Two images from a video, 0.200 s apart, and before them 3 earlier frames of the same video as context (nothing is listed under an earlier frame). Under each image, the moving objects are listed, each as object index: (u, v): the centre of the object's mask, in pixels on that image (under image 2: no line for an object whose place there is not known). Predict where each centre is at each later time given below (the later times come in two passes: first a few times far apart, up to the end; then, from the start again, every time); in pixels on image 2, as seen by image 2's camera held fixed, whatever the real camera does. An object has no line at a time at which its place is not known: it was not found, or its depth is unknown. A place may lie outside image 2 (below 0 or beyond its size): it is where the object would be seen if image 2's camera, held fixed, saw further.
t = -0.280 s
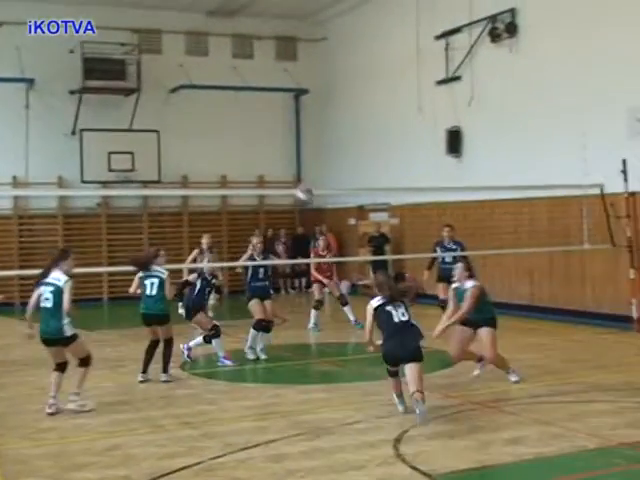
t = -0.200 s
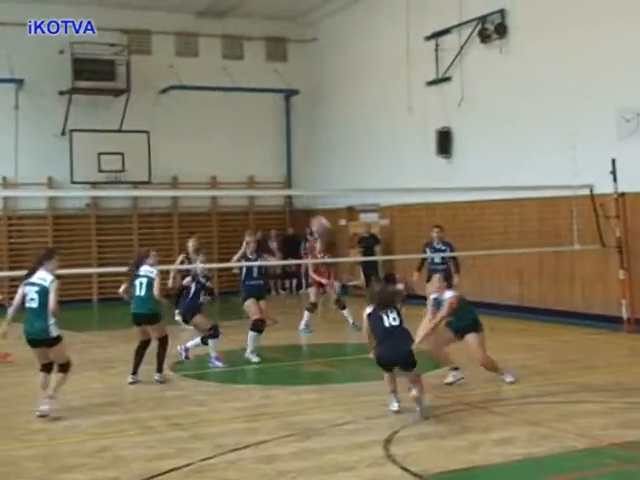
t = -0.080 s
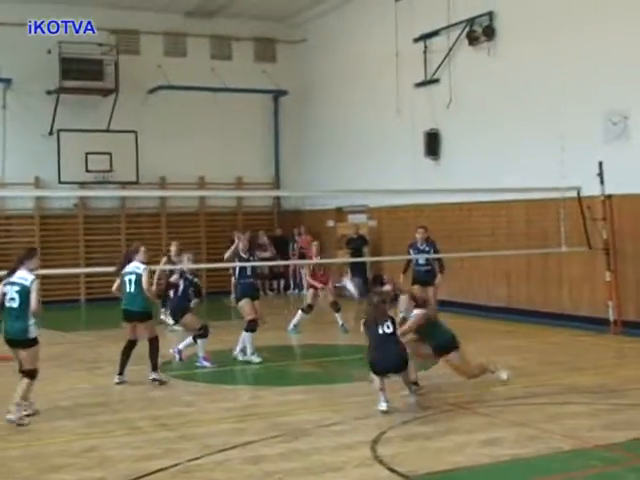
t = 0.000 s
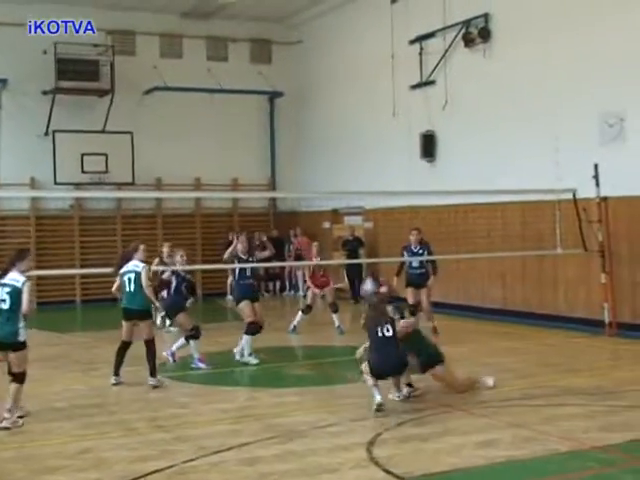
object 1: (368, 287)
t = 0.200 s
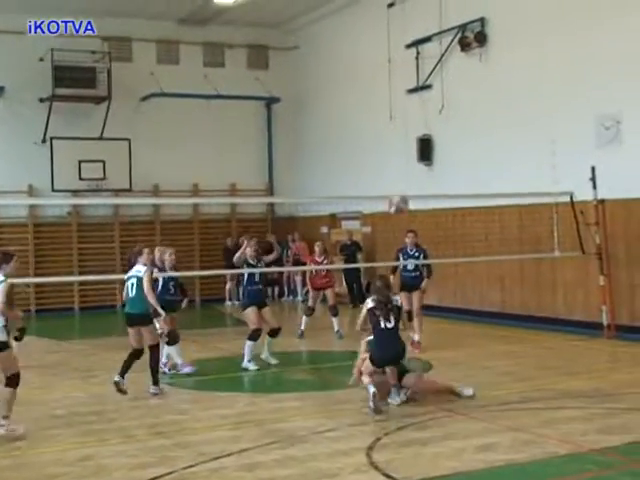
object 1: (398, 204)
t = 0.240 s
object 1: (404, 192)
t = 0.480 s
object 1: (439, 147)
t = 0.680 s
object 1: (465, 148)
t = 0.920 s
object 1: (498, 197)
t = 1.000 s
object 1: (509, 223)
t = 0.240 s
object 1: (404, 192)
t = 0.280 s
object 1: (410, 181)
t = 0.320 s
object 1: (415, 171)
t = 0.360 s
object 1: (421, 162)
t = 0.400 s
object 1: (426, 156)
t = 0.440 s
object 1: (432, 151)
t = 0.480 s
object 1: (439, 147)
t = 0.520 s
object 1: (444, 144)
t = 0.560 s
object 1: (449, 143)
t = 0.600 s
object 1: (455, 144)
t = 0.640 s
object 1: (460, 146)
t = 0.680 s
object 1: (465, 148)
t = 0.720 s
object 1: (471, 153)
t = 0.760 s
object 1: (476, 160)
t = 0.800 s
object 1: (482, 167)
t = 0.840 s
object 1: (487, 176)
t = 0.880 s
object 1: (493, 186)
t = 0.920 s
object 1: (498, 197)
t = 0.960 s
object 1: (503, 209)
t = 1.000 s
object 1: (509, 223)
